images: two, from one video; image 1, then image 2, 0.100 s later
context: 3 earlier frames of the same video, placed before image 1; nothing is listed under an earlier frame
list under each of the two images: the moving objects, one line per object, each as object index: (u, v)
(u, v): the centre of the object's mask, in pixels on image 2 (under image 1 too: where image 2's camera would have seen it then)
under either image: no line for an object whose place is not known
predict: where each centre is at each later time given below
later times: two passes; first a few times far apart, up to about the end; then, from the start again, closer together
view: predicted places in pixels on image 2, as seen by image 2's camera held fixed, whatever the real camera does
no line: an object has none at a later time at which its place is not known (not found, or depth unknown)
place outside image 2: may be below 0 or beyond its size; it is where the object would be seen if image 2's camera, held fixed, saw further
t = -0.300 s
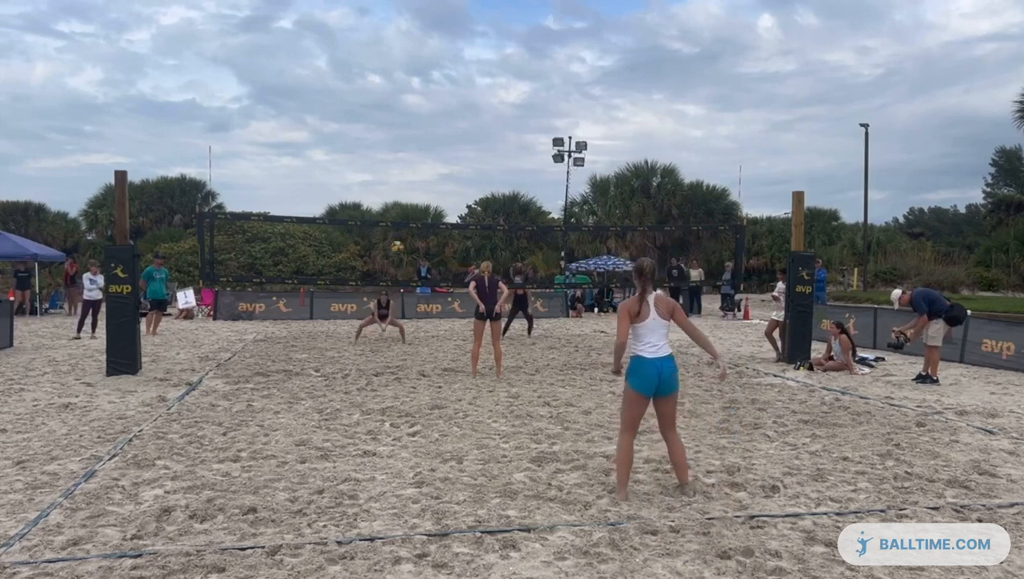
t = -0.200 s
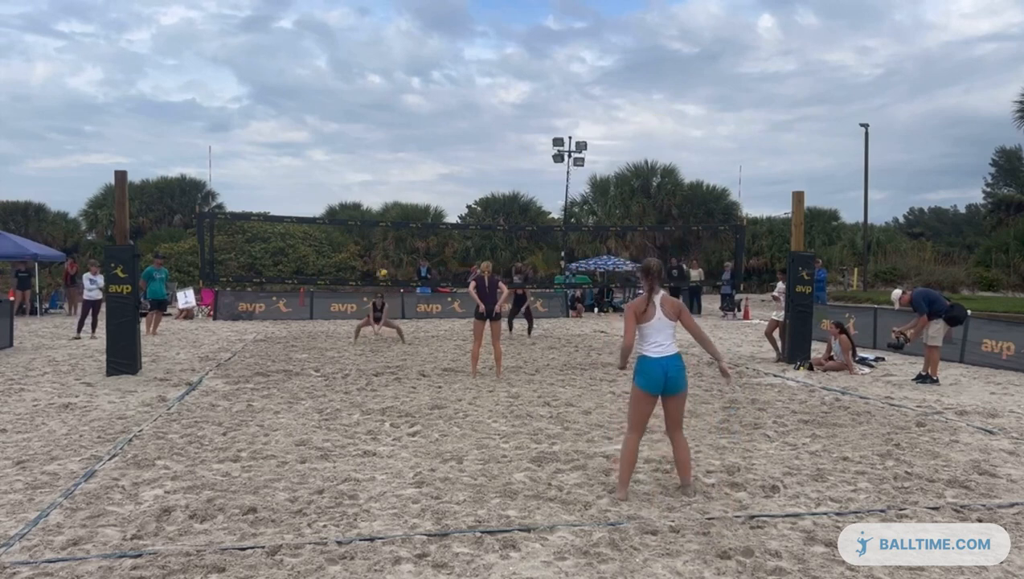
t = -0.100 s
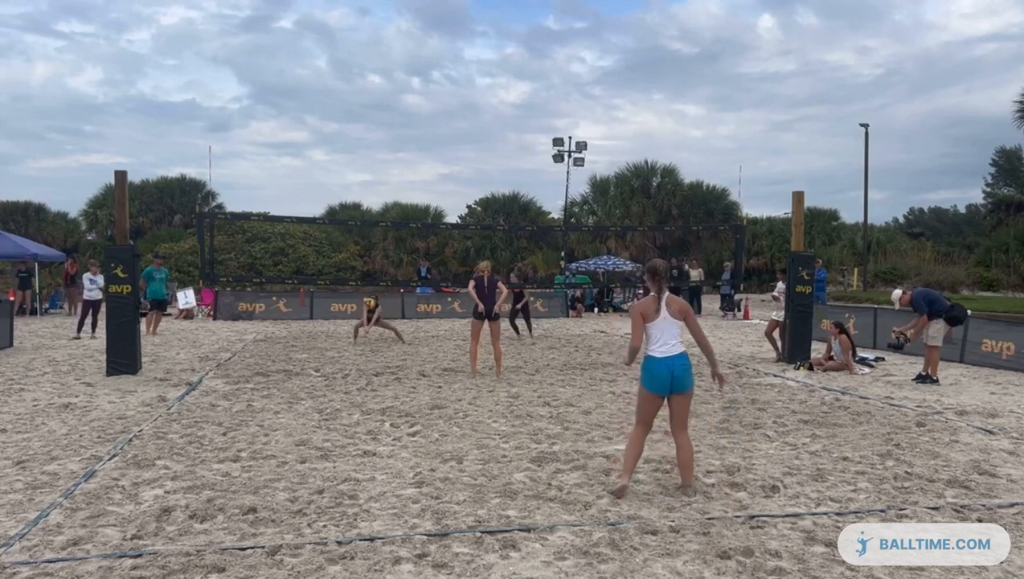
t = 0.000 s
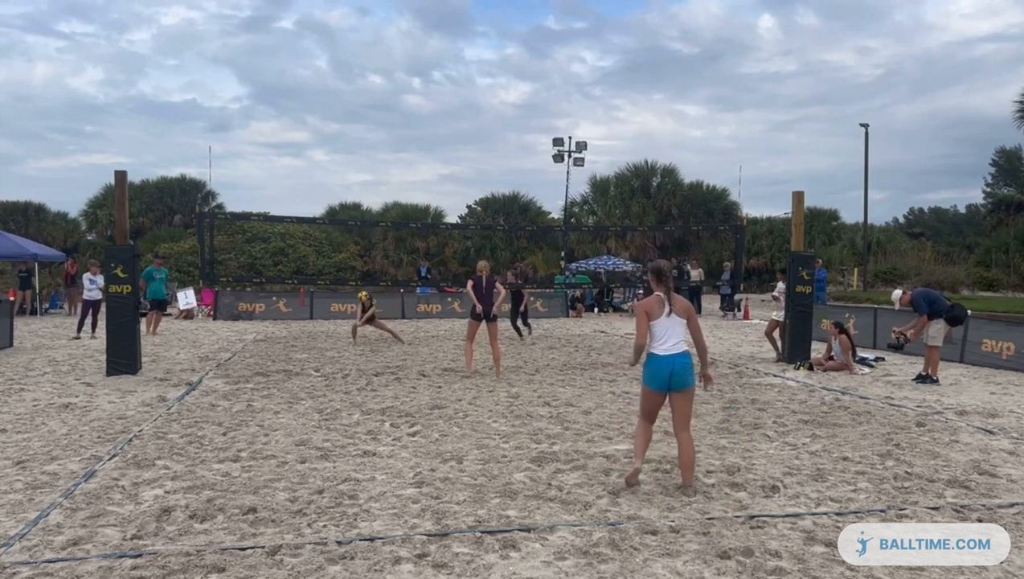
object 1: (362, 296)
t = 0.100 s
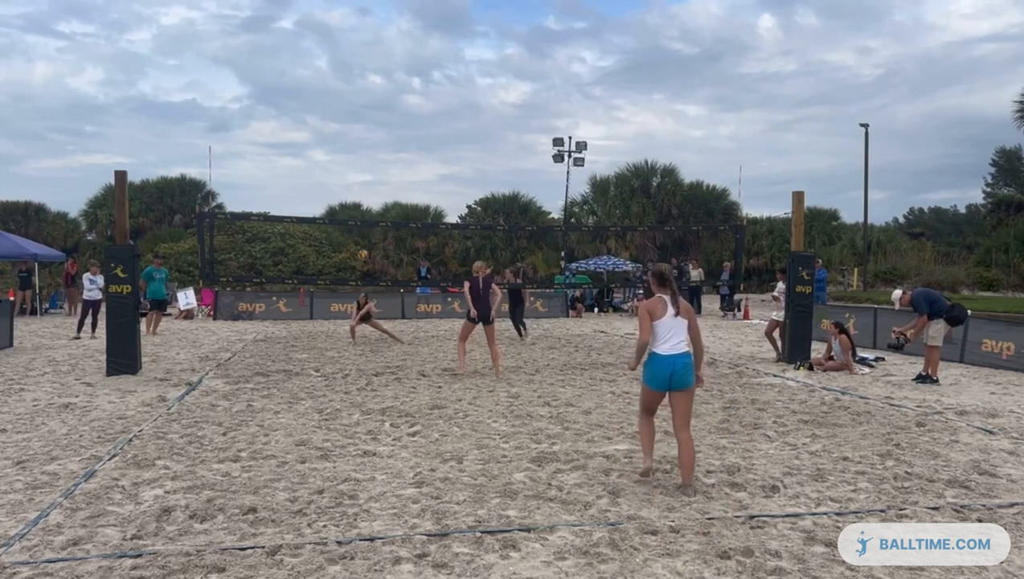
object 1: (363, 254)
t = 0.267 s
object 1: (364, 196)
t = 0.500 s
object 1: (367, 137)
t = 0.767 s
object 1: (371, 102)
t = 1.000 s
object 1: (375, 101)
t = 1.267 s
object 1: (380, 133)
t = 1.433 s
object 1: (383, 171)
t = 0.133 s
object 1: (363, 242)
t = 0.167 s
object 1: (363, 230)
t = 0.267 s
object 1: (364, 196)
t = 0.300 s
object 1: (364, 186)
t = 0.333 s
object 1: (365, 177)
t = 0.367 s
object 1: (365, 168)
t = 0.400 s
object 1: (365, 159)
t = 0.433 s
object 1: (366, 151)
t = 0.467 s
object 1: (366, 144)
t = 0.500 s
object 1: (367, 137)
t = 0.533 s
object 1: (367, 130)
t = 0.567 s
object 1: (368, 125)
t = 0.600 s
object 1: (368, 120)
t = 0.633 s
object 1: (369, 115)
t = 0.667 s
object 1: (369, 111)
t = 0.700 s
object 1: (370, 107)
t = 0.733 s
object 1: (370, 104)
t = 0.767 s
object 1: (371, 102)
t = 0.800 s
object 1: (371, 100)
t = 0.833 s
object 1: (372, 99)
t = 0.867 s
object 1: (372, 98)
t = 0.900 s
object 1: (373, 98)
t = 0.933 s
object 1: (374, 98)
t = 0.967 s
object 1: (374, 99)
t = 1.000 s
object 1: (375, 101)
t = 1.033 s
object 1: (375, 103)
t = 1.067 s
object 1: (376, 105)
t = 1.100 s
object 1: (377, 108)
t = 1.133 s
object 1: (377, 112)
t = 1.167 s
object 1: (378, 116)
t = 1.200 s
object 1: (378, 122)
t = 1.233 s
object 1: (379, 127)
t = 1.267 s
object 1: (380, 133)
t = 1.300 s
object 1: (380, 139)
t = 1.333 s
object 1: (381, 146)
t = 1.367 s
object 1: (382, 154)
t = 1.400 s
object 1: (382, 162)
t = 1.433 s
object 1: (383, 171)
